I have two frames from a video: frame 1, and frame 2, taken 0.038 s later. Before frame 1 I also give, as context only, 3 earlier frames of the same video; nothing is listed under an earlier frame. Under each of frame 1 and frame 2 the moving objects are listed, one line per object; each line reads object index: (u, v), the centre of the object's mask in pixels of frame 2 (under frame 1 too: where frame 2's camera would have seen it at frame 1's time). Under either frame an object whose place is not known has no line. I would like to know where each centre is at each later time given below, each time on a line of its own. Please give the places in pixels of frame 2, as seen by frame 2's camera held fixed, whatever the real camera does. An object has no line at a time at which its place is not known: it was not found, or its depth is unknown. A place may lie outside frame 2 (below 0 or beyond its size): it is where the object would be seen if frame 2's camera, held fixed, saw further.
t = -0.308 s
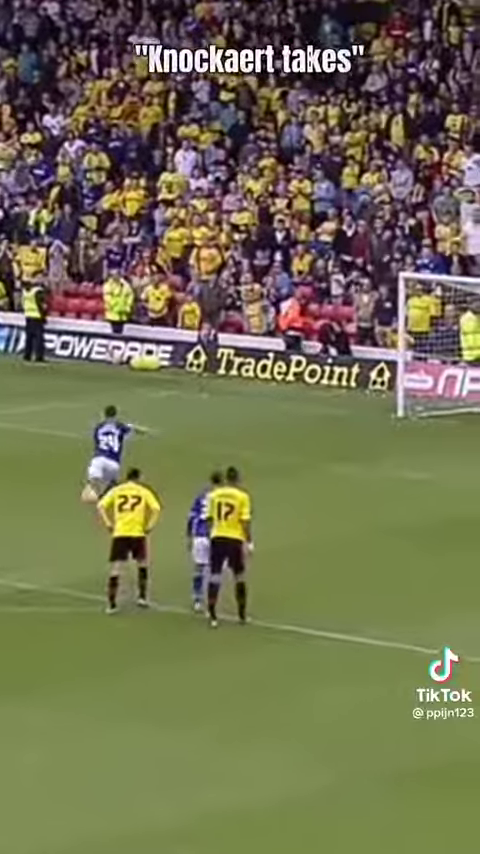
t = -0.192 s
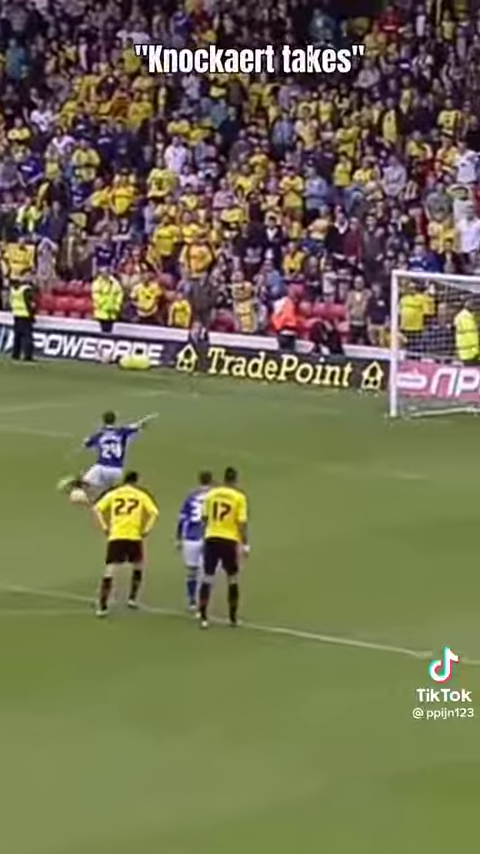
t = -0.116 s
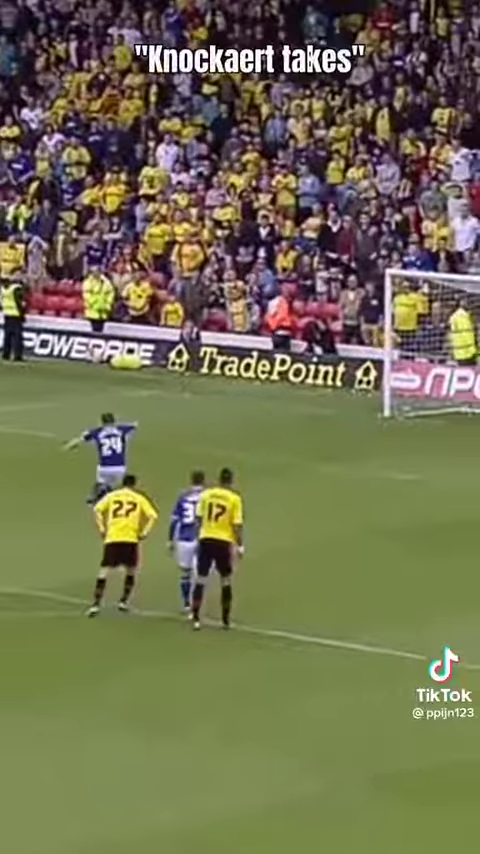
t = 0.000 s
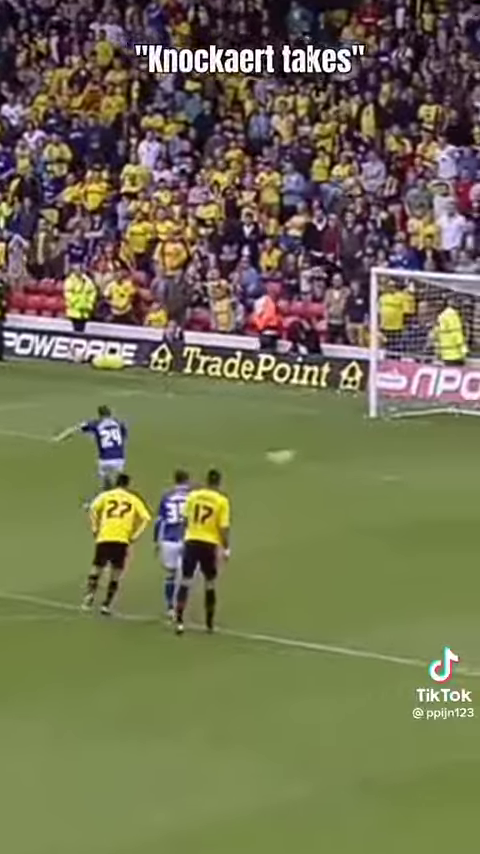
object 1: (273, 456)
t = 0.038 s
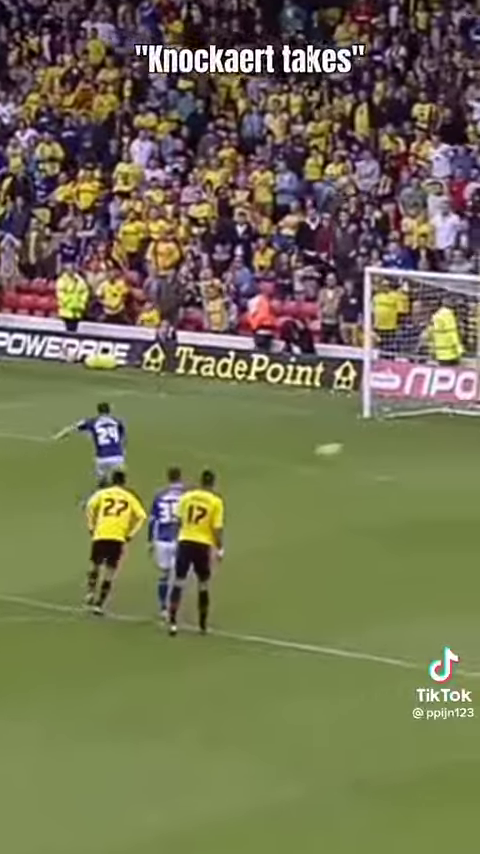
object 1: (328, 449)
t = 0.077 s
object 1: (381, 443)
